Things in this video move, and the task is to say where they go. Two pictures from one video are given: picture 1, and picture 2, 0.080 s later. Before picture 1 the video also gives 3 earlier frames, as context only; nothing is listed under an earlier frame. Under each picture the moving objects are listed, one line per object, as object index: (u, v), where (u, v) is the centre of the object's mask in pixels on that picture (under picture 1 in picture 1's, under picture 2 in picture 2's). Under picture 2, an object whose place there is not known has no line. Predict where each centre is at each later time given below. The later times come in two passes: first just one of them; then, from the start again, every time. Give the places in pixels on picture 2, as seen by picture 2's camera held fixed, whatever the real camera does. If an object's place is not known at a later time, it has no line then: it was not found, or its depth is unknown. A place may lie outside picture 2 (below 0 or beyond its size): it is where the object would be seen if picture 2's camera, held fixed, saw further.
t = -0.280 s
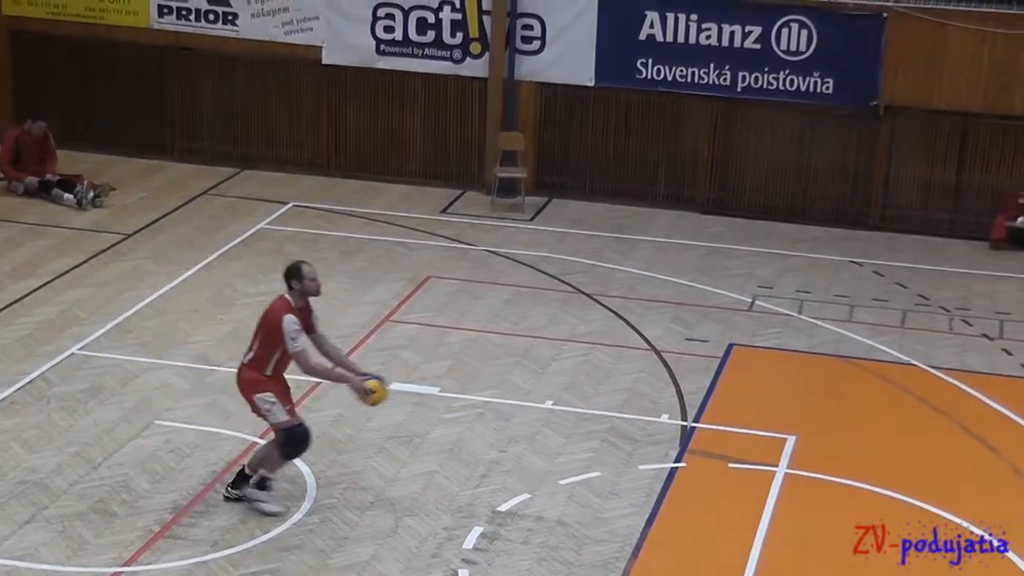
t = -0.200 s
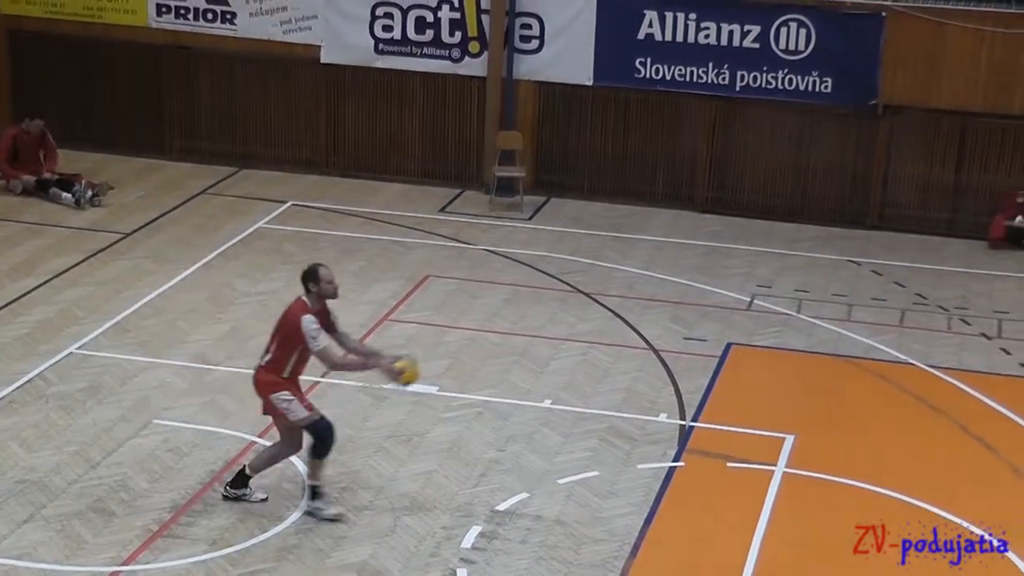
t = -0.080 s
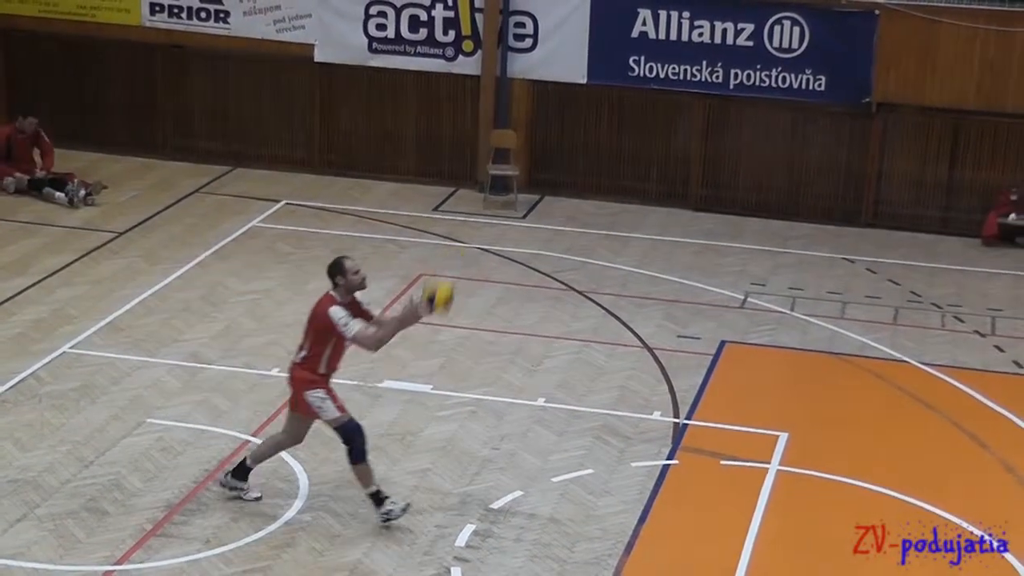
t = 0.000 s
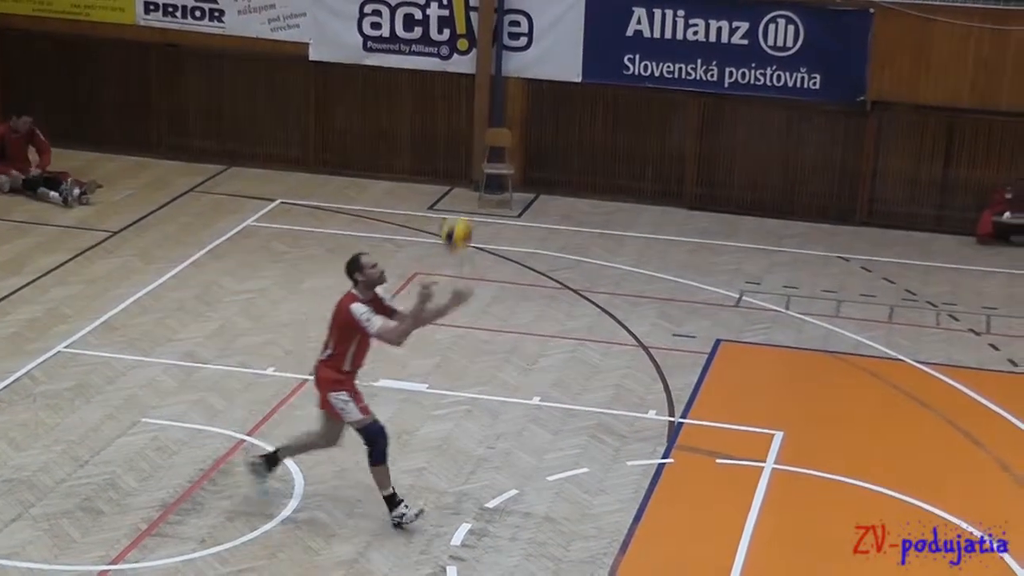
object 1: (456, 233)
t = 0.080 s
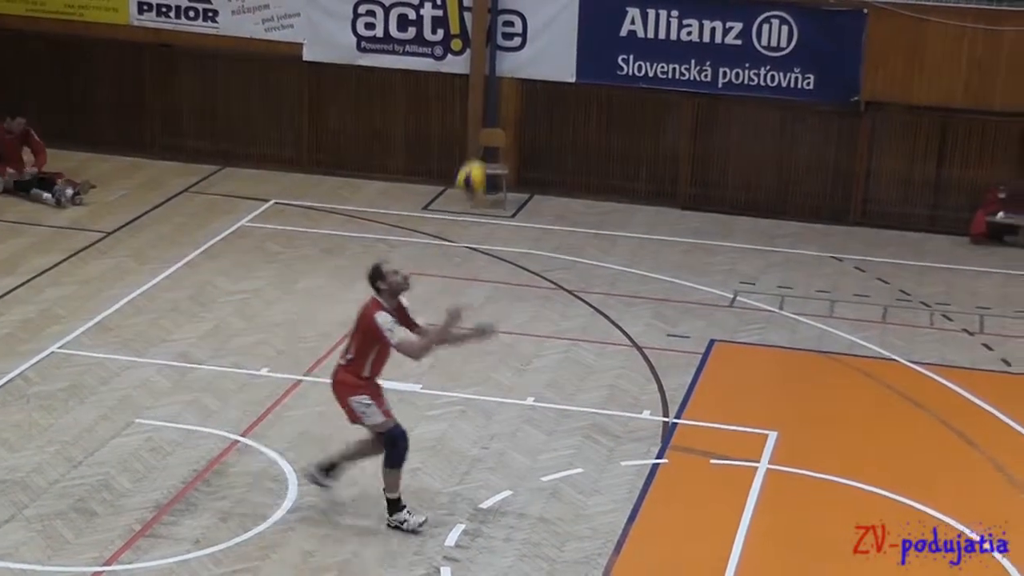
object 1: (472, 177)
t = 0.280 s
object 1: (526, 87)
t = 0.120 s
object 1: (482, 154)
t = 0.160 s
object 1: (494, 135)
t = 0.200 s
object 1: (505, 115)
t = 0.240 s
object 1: (515, 100)
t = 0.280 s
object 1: (526, 87)
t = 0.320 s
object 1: (534, 75)
